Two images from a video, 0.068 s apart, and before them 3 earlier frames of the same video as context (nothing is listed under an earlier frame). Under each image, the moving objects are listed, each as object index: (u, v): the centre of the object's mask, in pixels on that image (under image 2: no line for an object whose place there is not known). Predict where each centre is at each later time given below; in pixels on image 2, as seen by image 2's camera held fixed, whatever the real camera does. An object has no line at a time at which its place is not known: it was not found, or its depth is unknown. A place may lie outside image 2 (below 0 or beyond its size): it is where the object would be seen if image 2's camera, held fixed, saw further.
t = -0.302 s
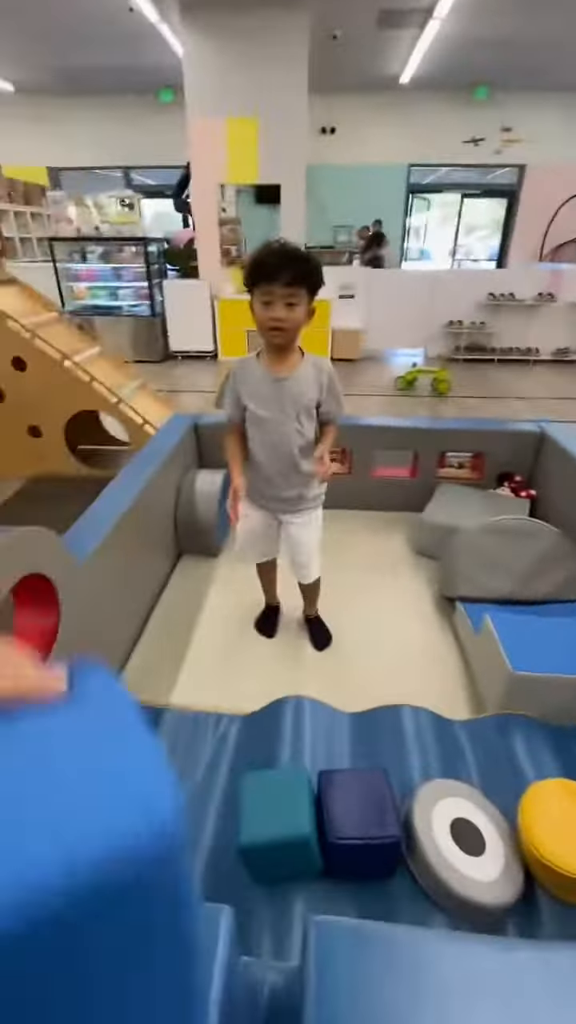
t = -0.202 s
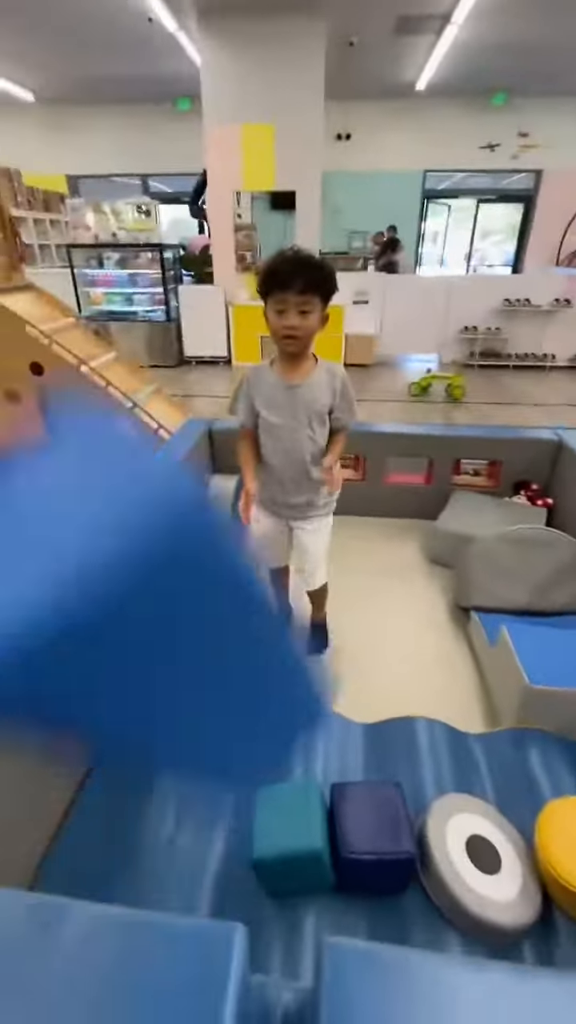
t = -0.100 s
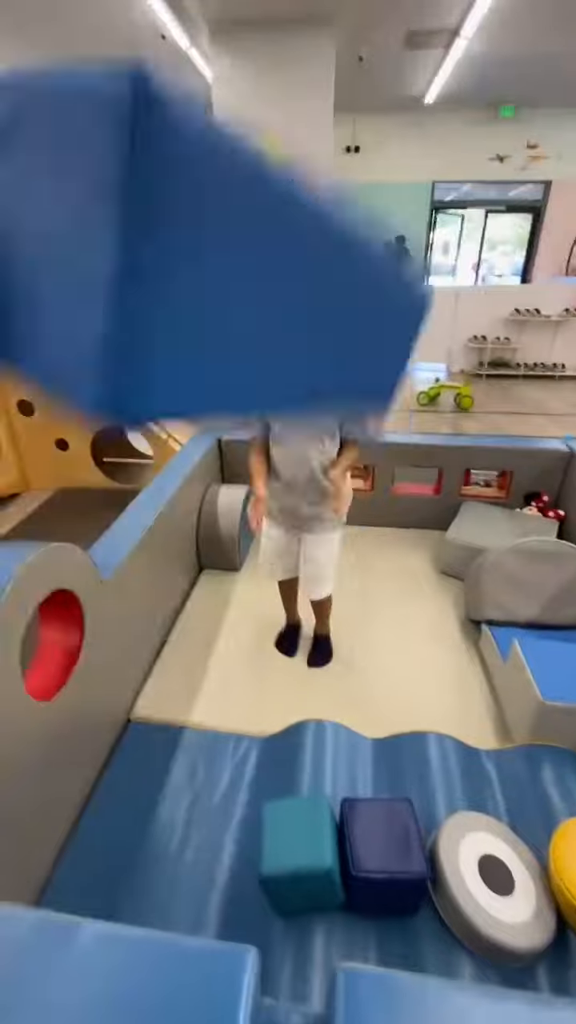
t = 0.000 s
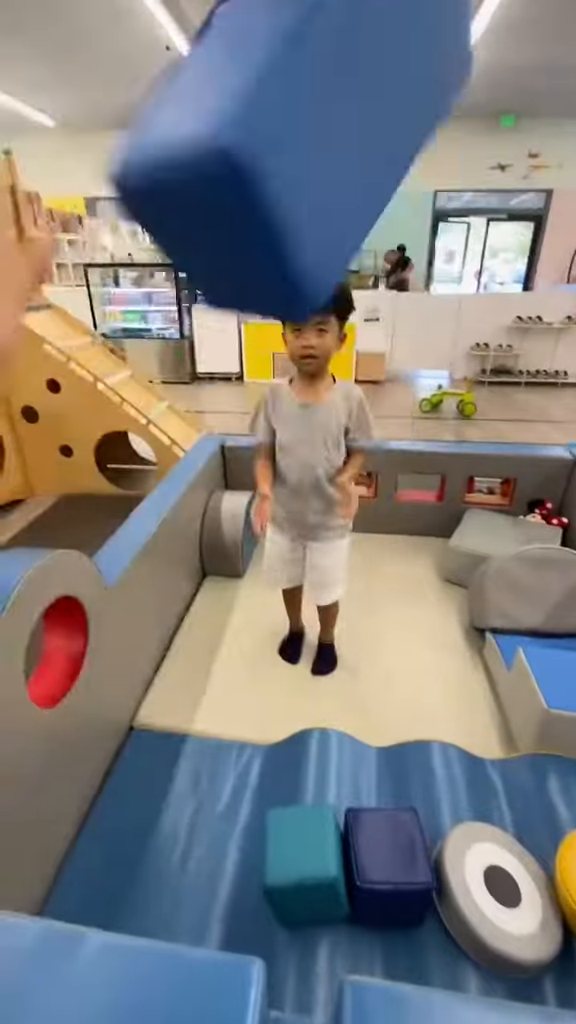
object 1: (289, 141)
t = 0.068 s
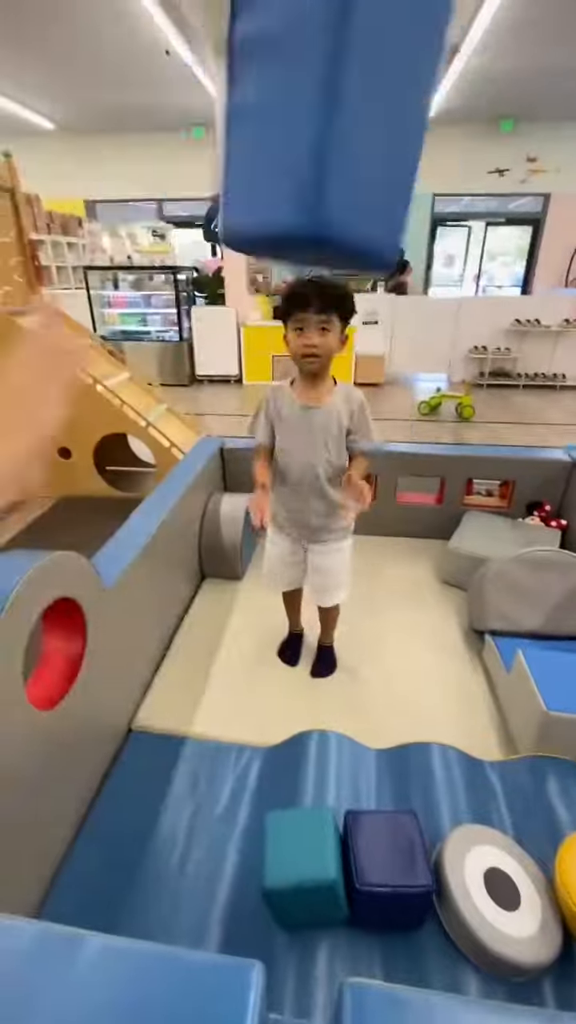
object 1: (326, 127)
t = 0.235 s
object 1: (354, 177)
